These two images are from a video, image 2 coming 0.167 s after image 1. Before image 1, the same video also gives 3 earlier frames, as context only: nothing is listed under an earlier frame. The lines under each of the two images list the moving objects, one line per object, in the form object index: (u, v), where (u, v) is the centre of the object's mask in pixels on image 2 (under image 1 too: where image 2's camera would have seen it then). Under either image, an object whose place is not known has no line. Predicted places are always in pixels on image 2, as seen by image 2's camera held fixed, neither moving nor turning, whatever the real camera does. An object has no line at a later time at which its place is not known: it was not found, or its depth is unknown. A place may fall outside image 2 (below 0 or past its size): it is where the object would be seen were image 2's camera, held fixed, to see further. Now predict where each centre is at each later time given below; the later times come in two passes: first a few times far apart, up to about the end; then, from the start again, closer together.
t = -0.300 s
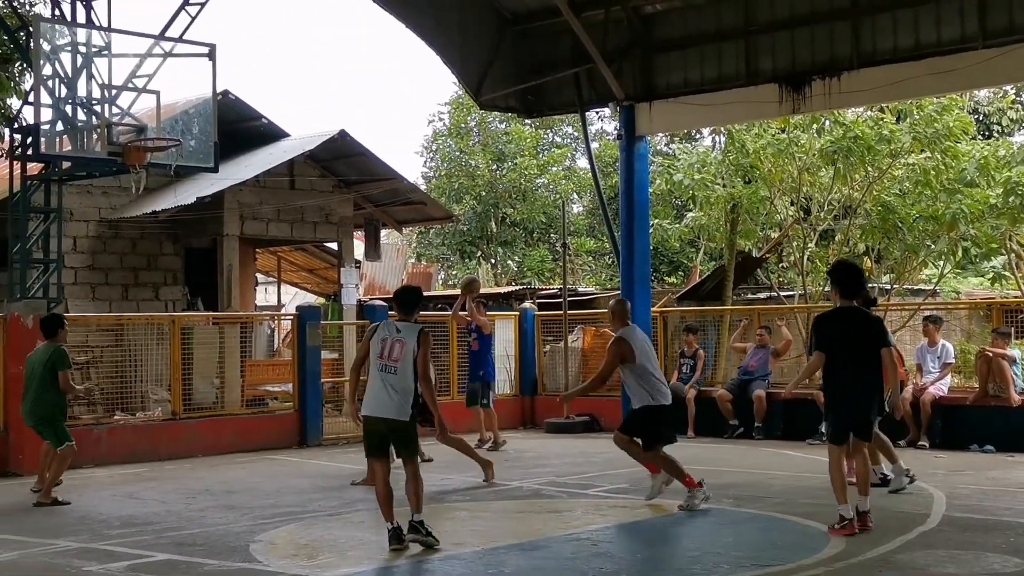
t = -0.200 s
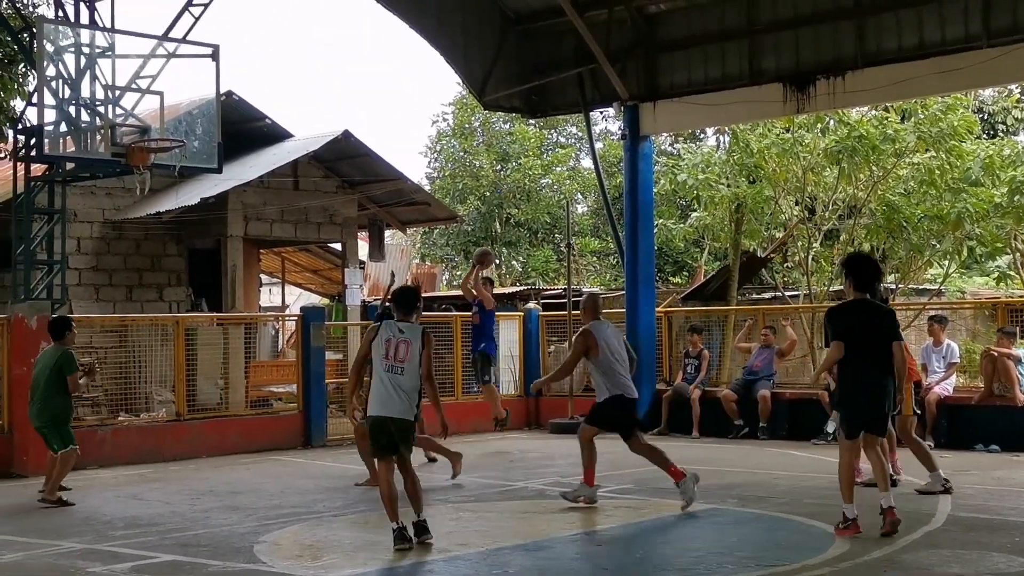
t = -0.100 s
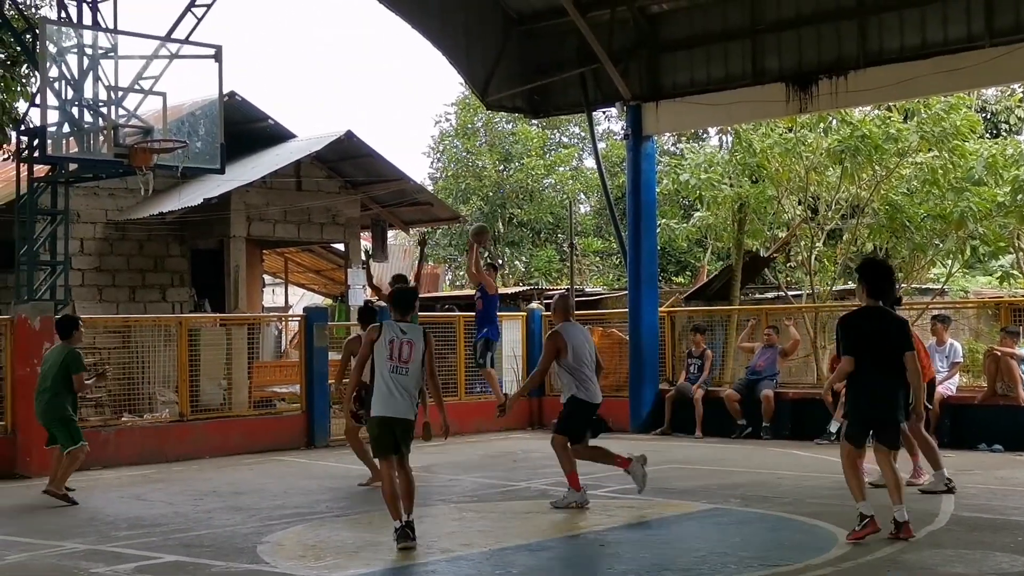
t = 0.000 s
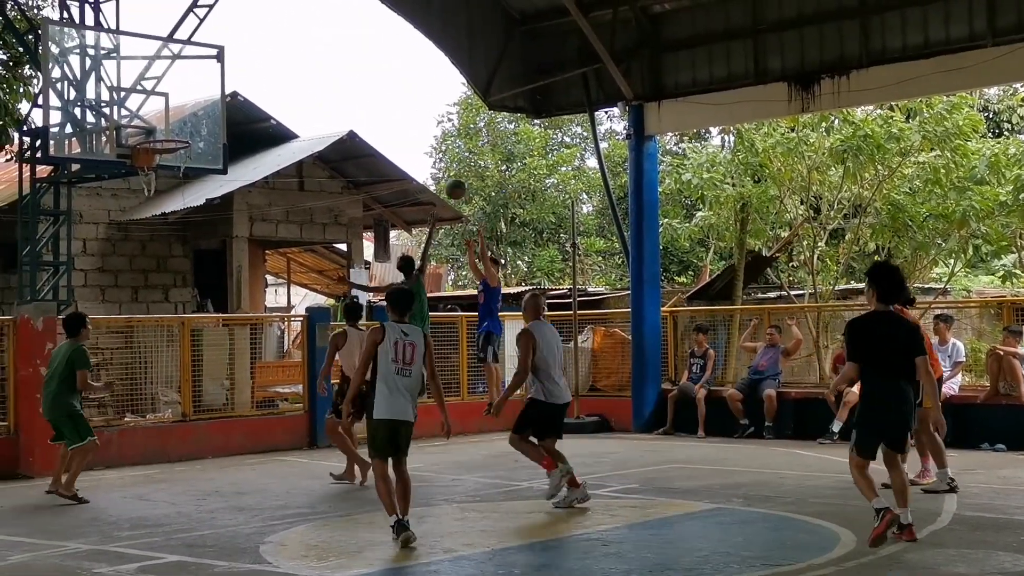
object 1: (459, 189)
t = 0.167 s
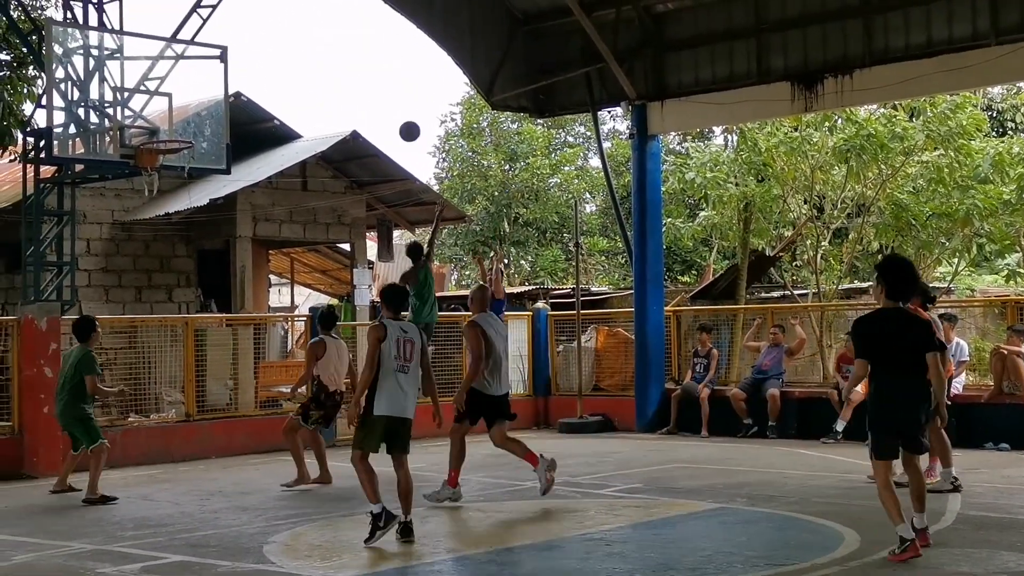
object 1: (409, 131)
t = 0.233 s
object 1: (389, 115)
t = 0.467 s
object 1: (315, 87)
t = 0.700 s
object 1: (236, 115)
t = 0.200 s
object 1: (399, 123)
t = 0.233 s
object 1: (389, 115)
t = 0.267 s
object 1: (379, 108)
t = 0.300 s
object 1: (369, 102)
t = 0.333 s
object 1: (358, 97)
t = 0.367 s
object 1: (347, 93)
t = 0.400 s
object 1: (337, 90)
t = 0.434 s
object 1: (326, 88)
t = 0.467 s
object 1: (315, 87)
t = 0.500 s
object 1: (304, 88)
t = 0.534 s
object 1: (293, 89)
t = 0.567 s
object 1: (281, 92)
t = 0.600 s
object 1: (270, 96)
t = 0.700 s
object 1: (236, 115)
